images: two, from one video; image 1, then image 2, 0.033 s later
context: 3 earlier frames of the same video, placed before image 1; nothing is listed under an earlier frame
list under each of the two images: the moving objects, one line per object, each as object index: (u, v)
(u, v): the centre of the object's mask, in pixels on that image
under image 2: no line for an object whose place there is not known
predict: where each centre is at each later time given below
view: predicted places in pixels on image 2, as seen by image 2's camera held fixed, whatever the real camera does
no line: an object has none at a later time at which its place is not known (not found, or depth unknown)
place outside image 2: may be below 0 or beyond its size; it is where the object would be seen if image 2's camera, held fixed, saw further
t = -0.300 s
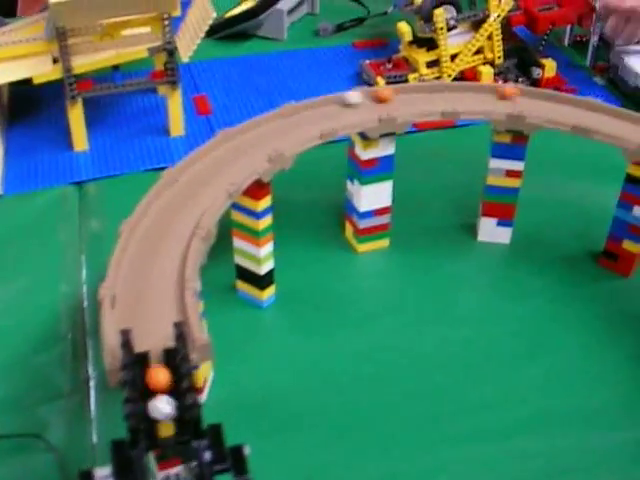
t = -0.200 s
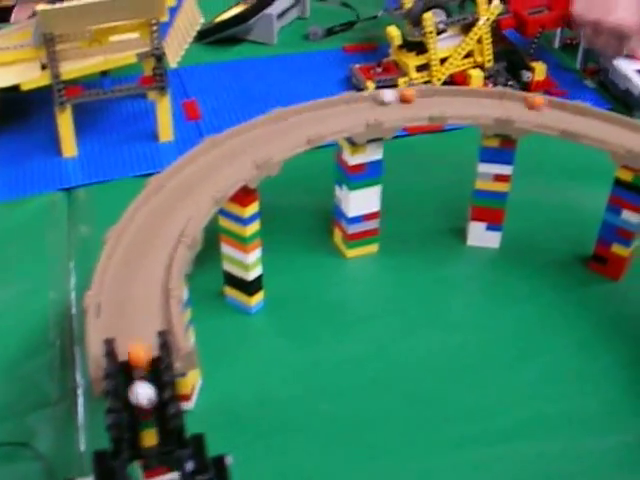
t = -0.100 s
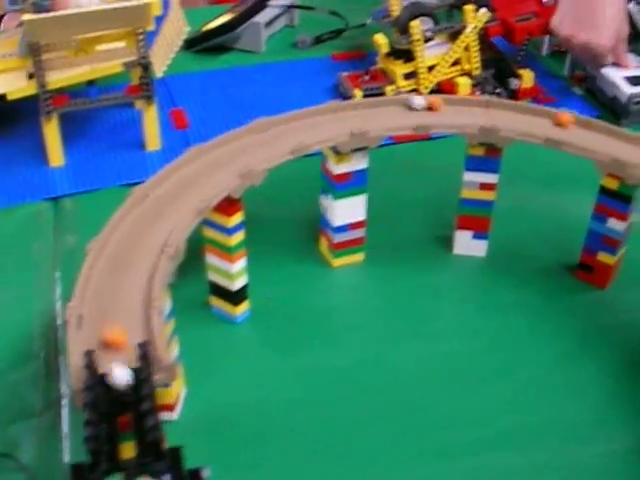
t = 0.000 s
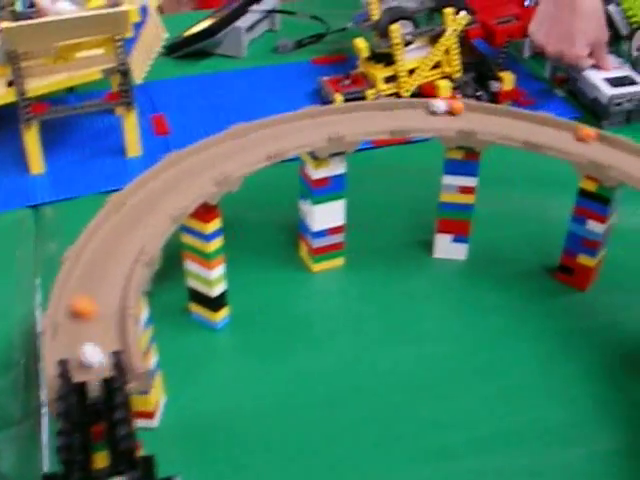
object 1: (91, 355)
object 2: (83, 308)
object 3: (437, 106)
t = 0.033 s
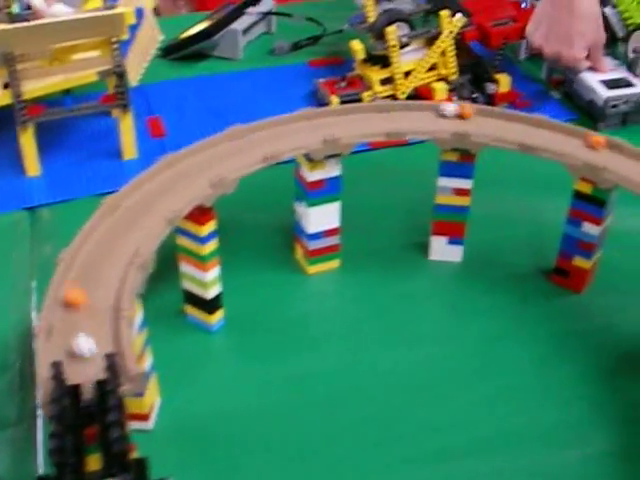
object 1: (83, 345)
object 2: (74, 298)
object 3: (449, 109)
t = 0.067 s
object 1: (82, 332)
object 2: (70, 284)
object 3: (462, 110)
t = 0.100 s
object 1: (79, 320)
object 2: (71, 273)
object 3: (478, 112)
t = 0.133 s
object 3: (492, 114)
